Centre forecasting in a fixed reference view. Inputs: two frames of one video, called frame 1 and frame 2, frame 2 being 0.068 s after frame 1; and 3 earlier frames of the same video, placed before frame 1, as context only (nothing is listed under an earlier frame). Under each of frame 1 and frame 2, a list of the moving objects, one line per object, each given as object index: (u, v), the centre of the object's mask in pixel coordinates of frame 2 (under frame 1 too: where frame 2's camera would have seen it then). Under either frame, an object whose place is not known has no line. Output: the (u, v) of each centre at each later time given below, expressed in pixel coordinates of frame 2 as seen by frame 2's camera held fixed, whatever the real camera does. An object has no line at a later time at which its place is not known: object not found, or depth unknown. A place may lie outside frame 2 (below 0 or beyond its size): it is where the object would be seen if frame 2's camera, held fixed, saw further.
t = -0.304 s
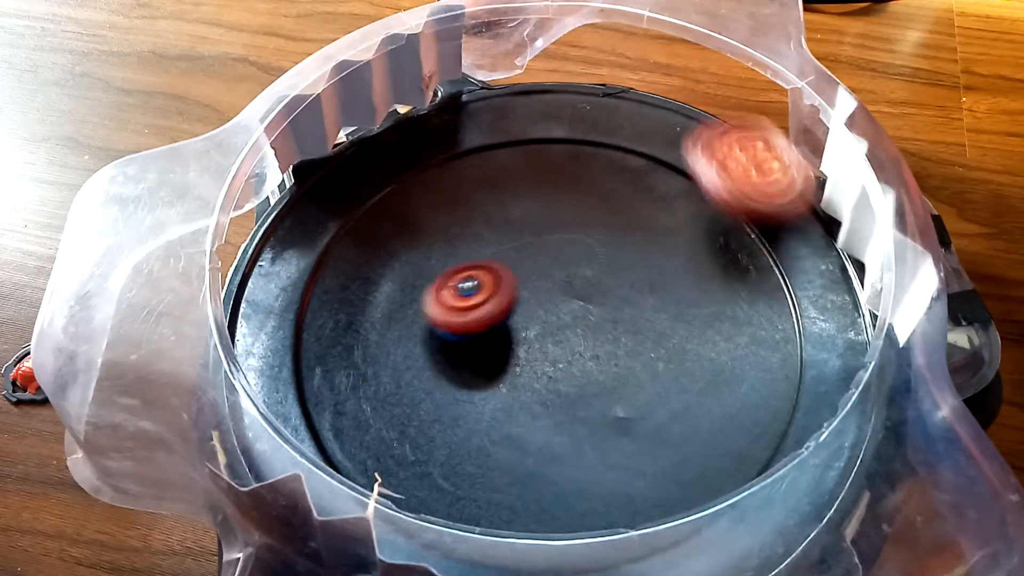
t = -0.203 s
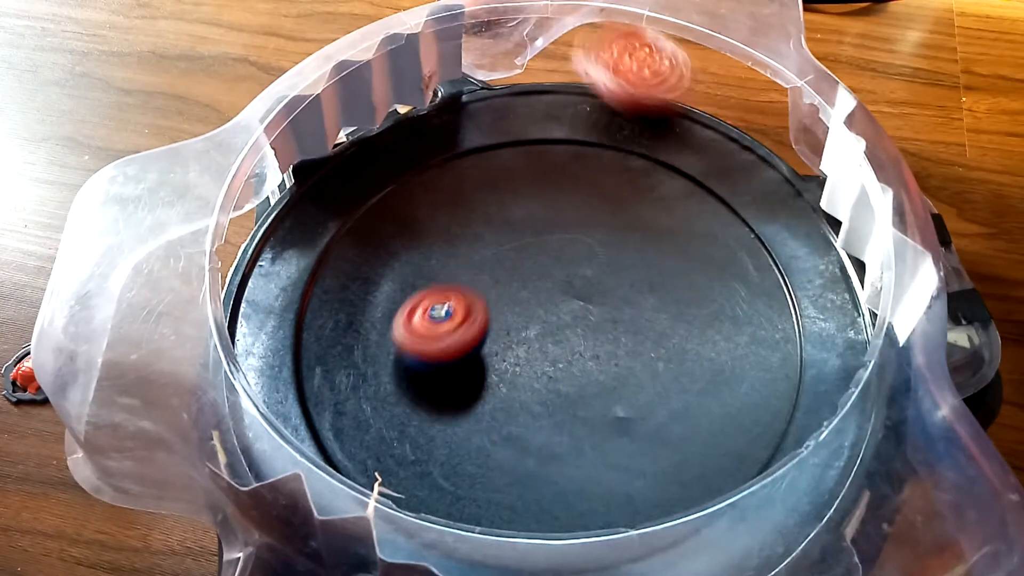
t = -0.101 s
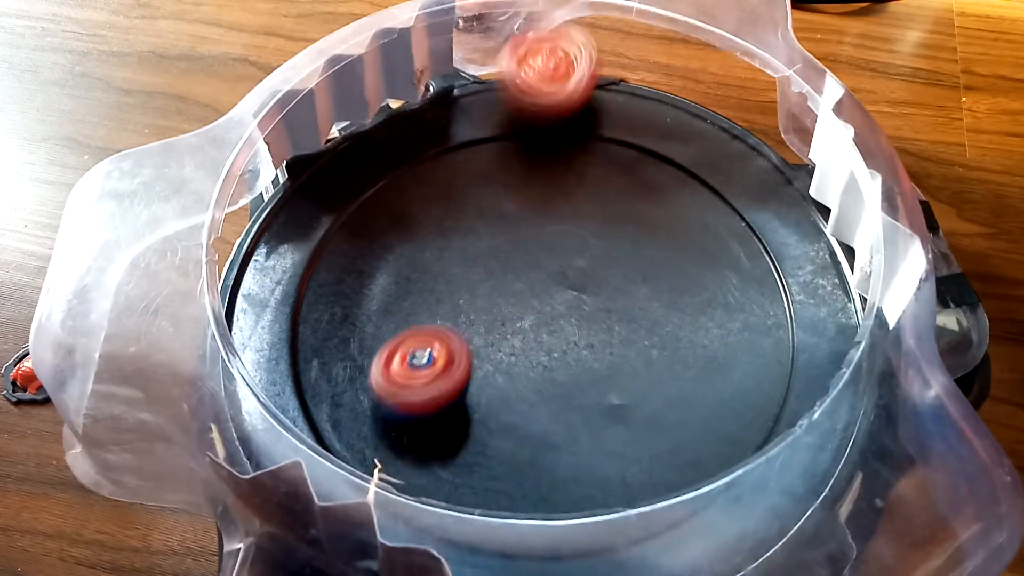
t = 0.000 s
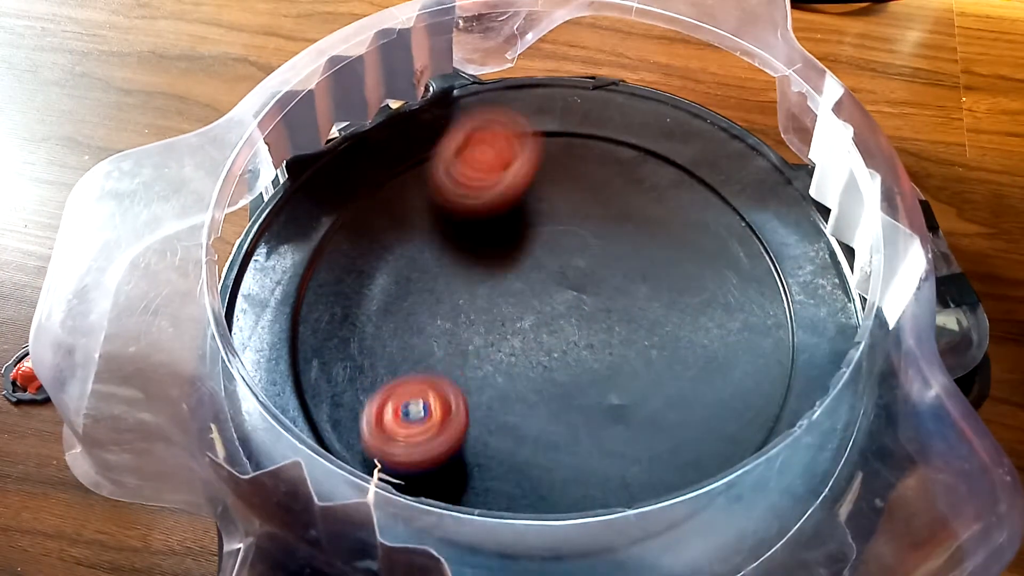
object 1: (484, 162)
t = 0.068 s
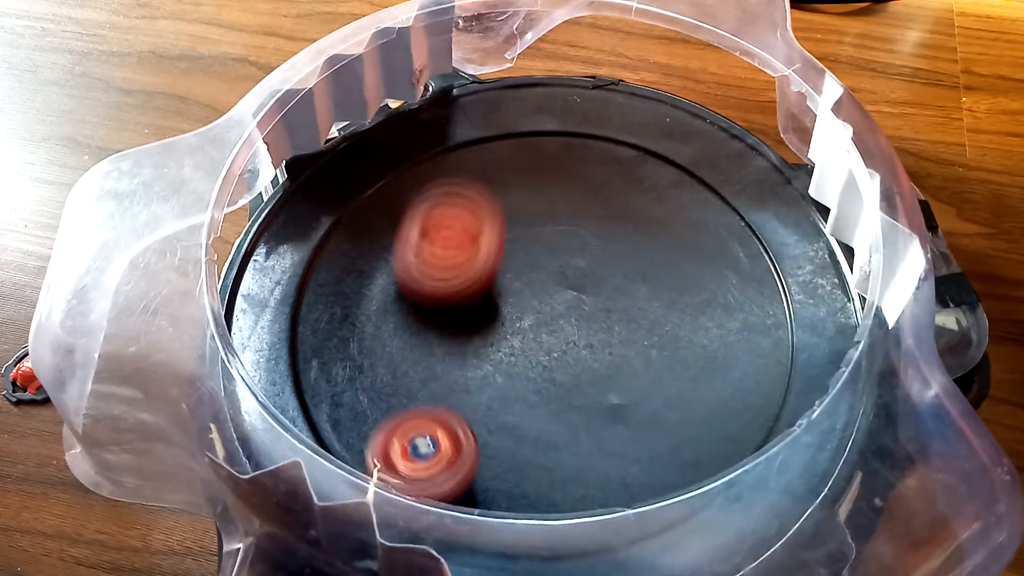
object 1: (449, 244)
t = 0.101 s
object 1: (446, 292)
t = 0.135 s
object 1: (454, 340)
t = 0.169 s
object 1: (476, 385)
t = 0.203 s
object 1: (521, 409)
